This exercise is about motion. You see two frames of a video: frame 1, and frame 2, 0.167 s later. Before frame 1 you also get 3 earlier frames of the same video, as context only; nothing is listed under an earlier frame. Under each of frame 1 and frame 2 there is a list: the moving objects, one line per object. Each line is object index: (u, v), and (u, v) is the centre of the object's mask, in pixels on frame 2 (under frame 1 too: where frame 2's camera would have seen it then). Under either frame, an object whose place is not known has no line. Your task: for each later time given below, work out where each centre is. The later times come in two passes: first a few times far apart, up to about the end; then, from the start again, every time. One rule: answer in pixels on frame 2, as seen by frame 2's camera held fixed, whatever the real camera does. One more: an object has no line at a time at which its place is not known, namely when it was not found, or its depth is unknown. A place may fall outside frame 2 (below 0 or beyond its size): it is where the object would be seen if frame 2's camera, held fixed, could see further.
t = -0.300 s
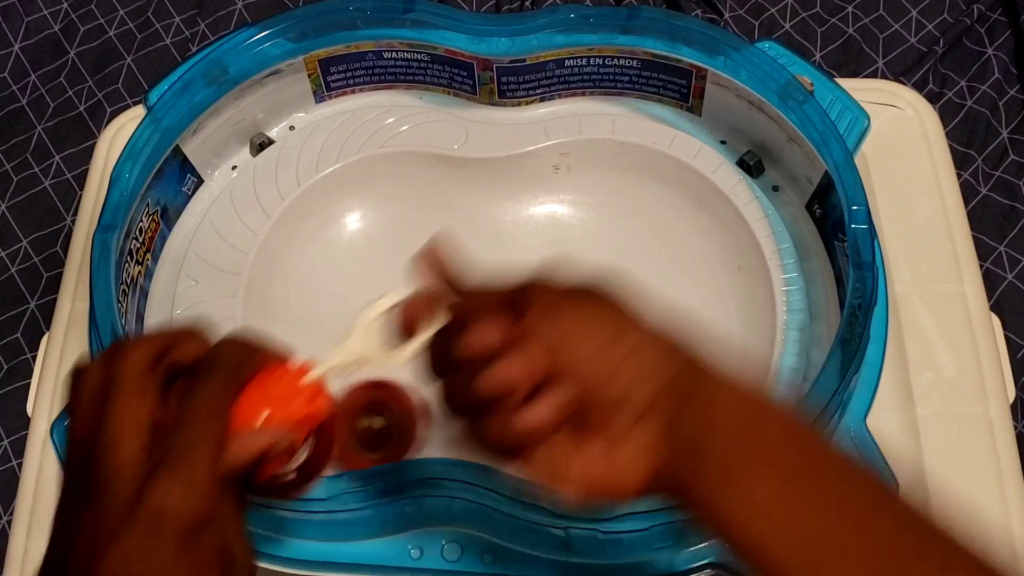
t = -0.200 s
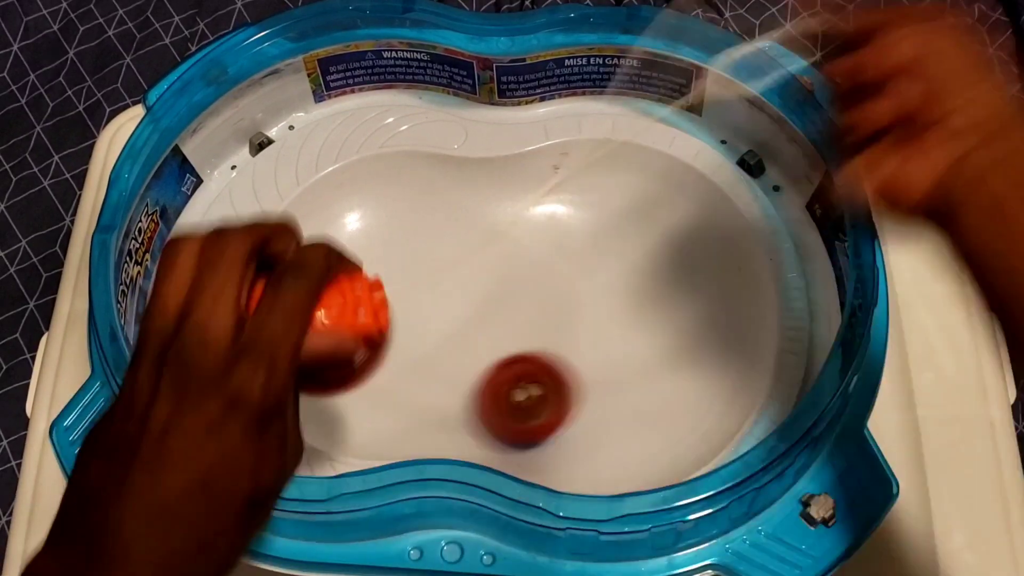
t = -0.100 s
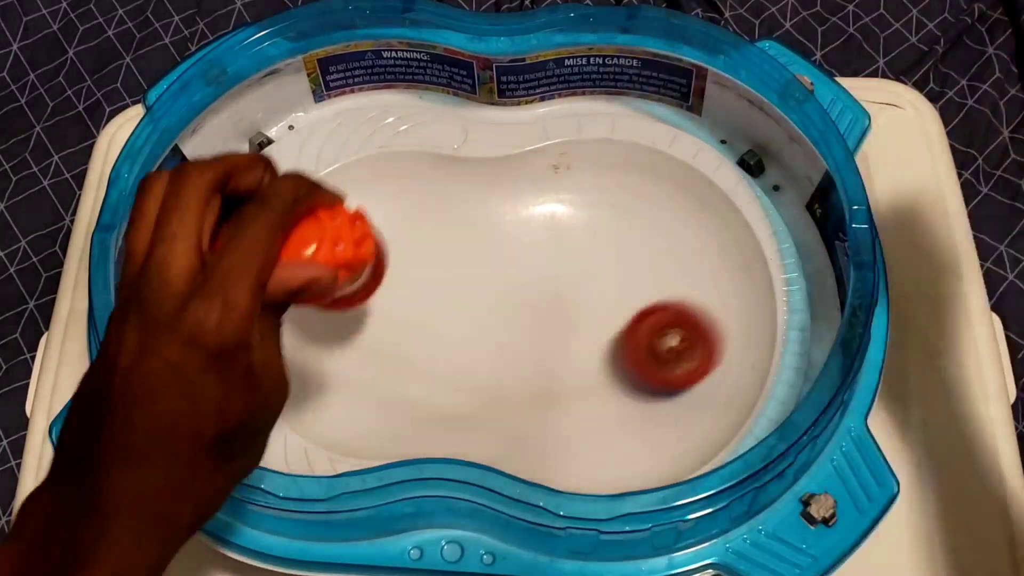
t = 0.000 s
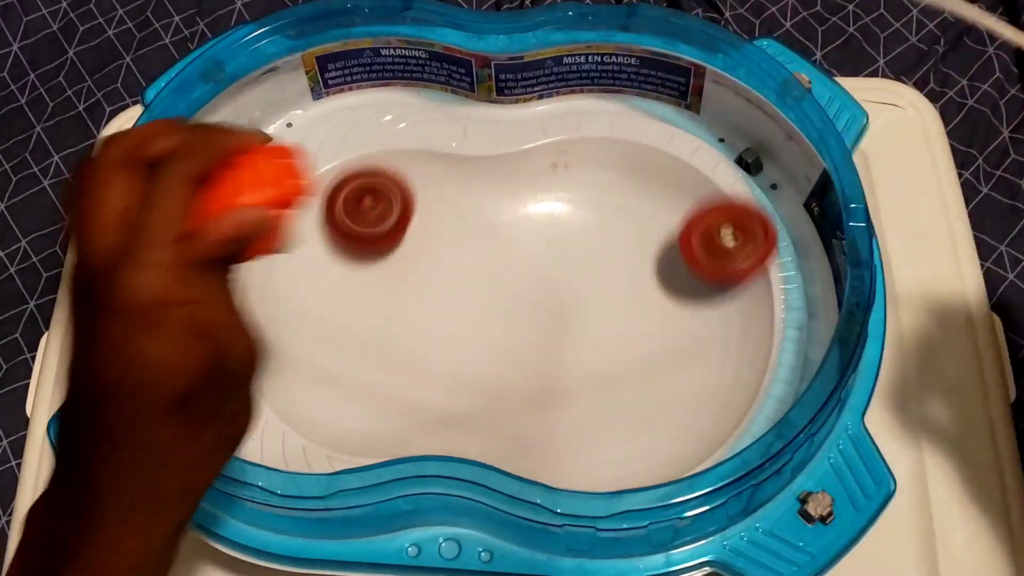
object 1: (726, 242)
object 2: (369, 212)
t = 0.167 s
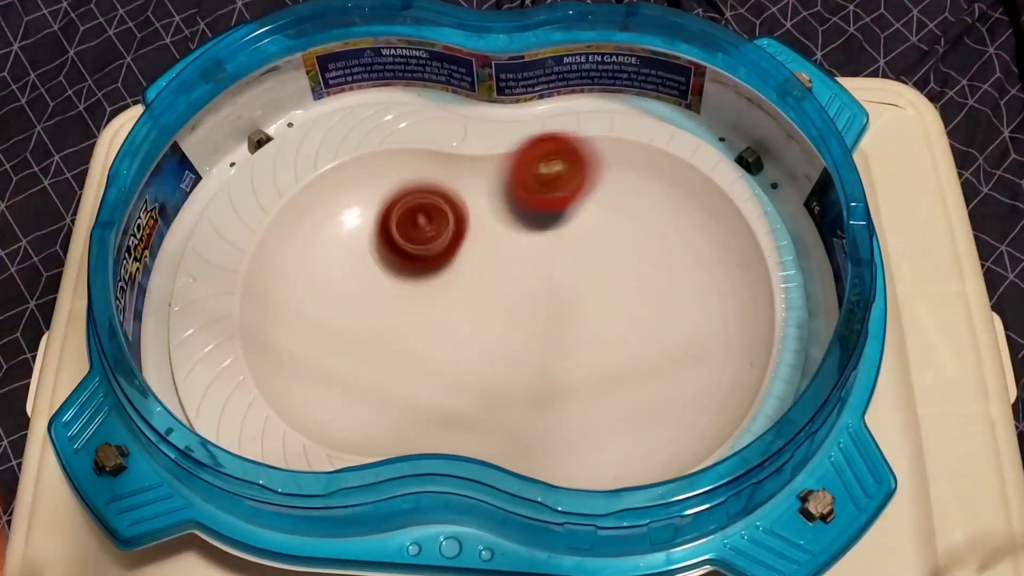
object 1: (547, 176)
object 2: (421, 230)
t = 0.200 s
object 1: (494, 188)
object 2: (424, 251)
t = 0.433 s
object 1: (298, 335)
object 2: (385, 397)
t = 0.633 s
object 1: (442, 393)
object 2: (556, 349)
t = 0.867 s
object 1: (616, 276)
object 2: (702, 214)
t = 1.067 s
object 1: (399, 246)
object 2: (572, 235)
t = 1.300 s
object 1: (295, 369)
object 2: (455, 349)
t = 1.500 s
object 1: (469, 463)
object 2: (618, 304)
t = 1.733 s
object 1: (581, 375)
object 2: (655, 245)
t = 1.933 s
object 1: (607, 250)
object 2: (502, 243)
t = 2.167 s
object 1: (462, 226)
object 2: (359, 312)
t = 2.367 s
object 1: (347, 258)
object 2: (364, 358)
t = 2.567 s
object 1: (385, 315)
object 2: (477, 375)
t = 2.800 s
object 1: (485, 310)
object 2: (622, 343)
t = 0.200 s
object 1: (494, 188)
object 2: (424, 251)
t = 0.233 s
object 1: (453, 193)
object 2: (413, 276)
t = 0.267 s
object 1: (413, 205)
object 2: (399, 303)
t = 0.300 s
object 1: (376, 227)
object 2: (387, 327)
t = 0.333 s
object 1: (347, 251)
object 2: (380, 348)
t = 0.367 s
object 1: (324, 278)
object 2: (375, 366)
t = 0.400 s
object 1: (308, 308)
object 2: (375, 381)
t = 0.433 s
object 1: (298, 335)
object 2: (385, 397)
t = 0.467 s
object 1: (298, 363)
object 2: (399, 402)
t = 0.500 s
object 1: (310, 389)
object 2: (418, 400)
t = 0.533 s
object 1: (328, 405)
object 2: (449, 392)
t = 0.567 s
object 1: (359, 413)
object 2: (482, 378)
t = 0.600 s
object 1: (398, 408)
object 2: (518, 363)
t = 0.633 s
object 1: (442, 393)
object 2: (556, 349)
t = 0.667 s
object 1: (490, 376)
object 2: (593, 336)
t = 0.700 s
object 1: (539, 358)
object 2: (628, 321)
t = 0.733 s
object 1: (570, 345)
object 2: (667, 298)
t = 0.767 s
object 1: (591, 331)
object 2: (695, 275)
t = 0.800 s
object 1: (607, 315)
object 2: (712, 246)
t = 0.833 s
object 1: (616, 296)
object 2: (712, 225)
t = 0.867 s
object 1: (616, 276)
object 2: (702, 214)
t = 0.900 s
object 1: (601, 259)
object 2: (687, 208)
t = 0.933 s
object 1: (560, 253)
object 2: (671, 205)
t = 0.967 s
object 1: (521, 250)
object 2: (653, 209)
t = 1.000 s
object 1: (479, 249)
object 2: (627, 215)
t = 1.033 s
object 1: (438, 247)
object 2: (599, 225)
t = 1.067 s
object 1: (399, 246)
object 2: (572, 235)
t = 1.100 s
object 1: (363, 245)
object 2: (547, 252)
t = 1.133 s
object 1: (329, 251)
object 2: (523, 270)
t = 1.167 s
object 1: (300, 263)
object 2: (502, 288)
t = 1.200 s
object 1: (278, 282)
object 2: (484, 305)
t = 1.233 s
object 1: (267, 308)
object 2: (470, 322)
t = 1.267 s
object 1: (272, 338)
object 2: (460, 336)
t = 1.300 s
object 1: (295, 369)
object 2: (455, 349)
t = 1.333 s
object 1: (333, 394)
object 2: (454, 359)
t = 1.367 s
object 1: (388, 406)
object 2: (461, 363)
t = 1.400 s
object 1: (409, 412)
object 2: (495, 349)
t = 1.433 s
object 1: (428, 423)
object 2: (538, 333)
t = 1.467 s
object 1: (451, 450)
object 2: (579, 319)
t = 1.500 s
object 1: (469, 463)
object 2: (618, 304)
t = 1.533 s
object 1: (486, 462)
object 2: (652, 289)
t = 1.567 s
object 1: (496, 454)
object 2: (679, 276)
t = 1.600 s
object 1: (503, 441)
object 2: (701, 260)
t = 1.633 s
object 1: (514, 430)
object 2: (706, 249)
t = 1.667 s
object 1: (528, 421)
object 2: (700, 243)
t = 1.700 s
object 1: (552, 397)
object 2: (682, 244)
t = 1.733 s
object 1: (581, 375)
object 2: (655, 245)
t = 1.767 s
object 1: (603, 351)
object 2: (625, 250)
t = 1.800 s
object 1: (619, 329)
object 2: (600, 243)
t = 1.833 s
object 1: (625, 313)
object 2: (575, 234)
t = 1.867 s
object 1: (624, 292)
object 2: (552, 229)
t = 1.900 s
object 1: (618, 271)
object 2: (526, 235)
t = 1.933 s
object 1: (607, 250)
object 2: (502, 243)
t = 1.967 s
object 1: (593, 235)
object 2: (476, 253)
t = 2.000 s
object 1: (576, 224)
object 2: (450, 263)
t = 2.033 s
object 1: (557, 221)
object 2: (427, 273)
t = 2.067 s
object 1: (537, 221)
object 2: (405, 283)
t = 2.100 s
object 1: (515, 222)
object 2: (387, 294)
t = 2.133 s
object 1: (489, 224)
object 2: (371, 302)
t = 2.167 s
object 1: (462, 226)
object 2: (359, 312)
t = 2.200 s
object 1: (436, 226)
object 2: (349, 320)
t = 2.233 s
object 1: (411, 225)
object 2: (345, 325)
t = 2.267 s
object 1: (390, 225)
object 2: (344, 334)
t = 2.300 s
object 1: (370, 230)
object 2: (347, 342)
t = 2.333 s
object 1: (355, 242)
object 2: (354, 350)
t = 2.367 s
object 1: (347, 258)
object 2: (364, 358)
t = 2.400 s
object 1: (344, 276)
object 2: (375, 364)
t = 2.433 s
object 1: (345, 289)
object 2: (390, 373)
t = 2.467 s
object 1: (351, 302)
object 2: (406, 377)
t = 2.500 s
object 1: (360, 310)
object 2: (428, 379)
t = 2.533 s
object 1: (372, 314)
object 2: (452, 378)
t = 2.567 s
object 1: (385, 315)
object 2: (477, 375)
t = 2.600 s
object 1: (399, 313)
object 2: (501, 371)
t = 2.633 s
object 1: (414, 312)
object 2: (525, 367)
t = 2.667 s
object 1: (427, 311)
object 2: (549, 362)
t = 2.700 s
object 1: (440, 311)
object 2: (571, 359)
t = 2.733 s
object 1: (454, 311)
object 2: (592, 355)
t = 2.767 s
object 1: (469, 310)
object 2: (610, 350)
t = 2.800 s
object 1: (485, 310)
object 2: (622, 343)
